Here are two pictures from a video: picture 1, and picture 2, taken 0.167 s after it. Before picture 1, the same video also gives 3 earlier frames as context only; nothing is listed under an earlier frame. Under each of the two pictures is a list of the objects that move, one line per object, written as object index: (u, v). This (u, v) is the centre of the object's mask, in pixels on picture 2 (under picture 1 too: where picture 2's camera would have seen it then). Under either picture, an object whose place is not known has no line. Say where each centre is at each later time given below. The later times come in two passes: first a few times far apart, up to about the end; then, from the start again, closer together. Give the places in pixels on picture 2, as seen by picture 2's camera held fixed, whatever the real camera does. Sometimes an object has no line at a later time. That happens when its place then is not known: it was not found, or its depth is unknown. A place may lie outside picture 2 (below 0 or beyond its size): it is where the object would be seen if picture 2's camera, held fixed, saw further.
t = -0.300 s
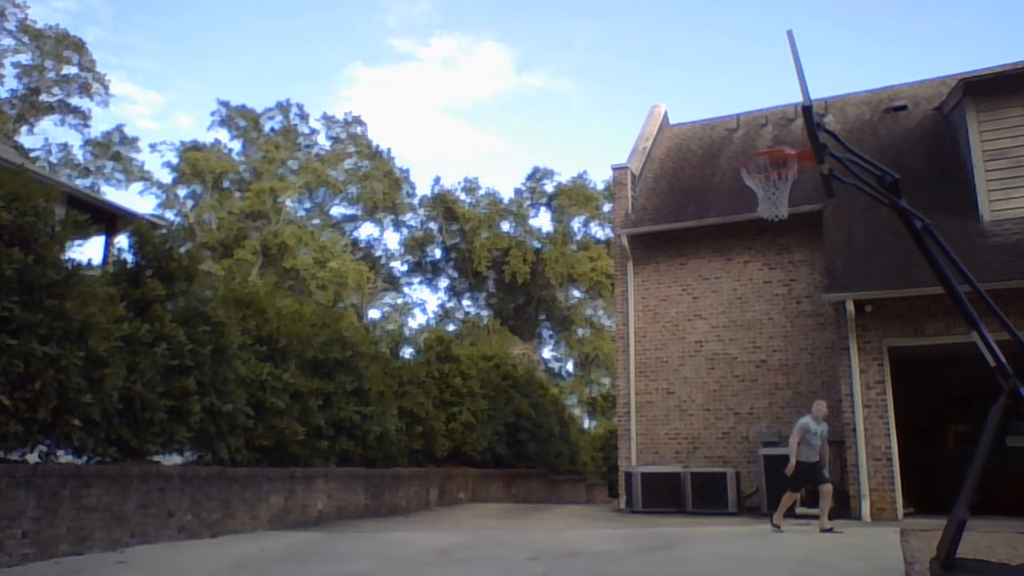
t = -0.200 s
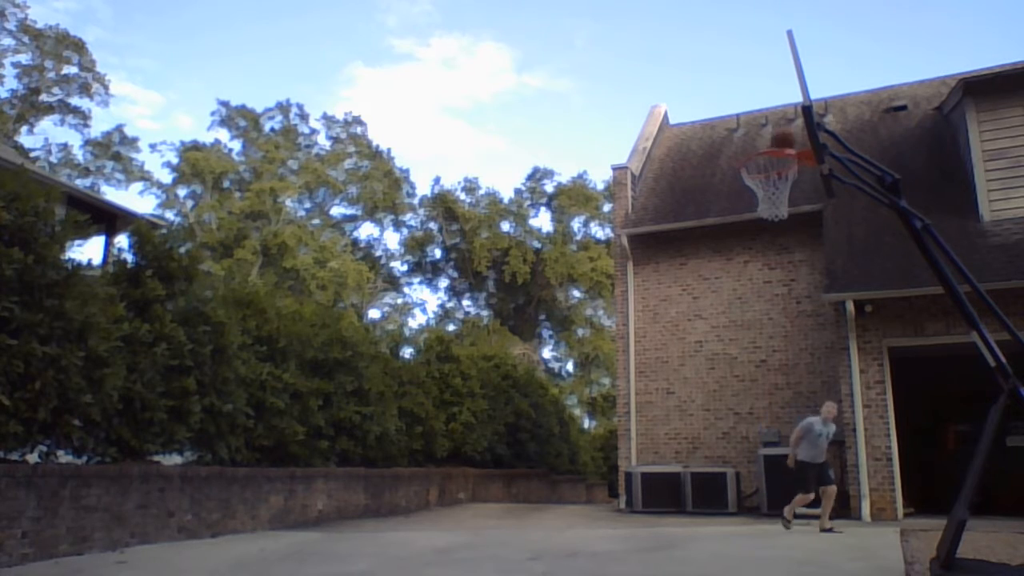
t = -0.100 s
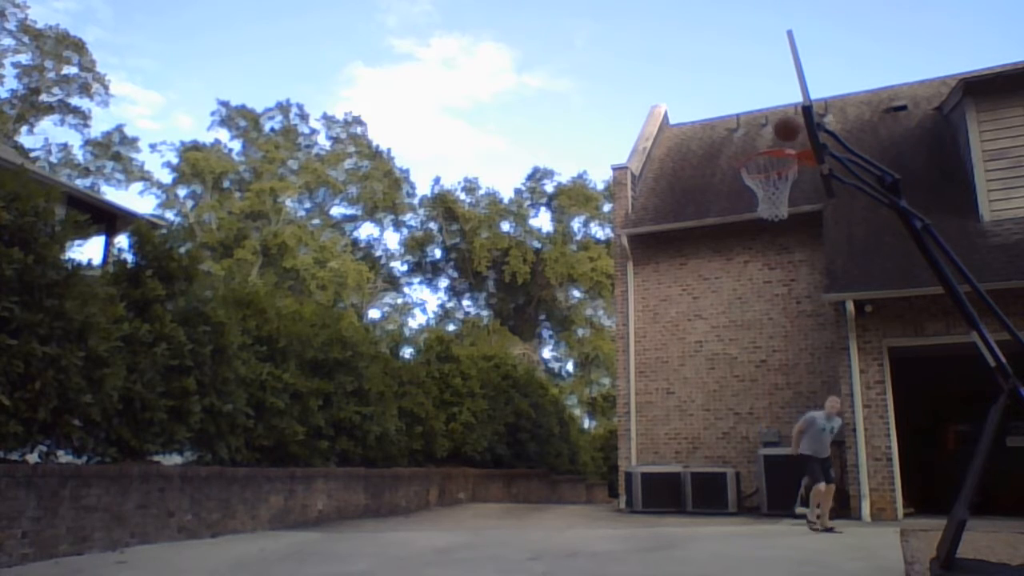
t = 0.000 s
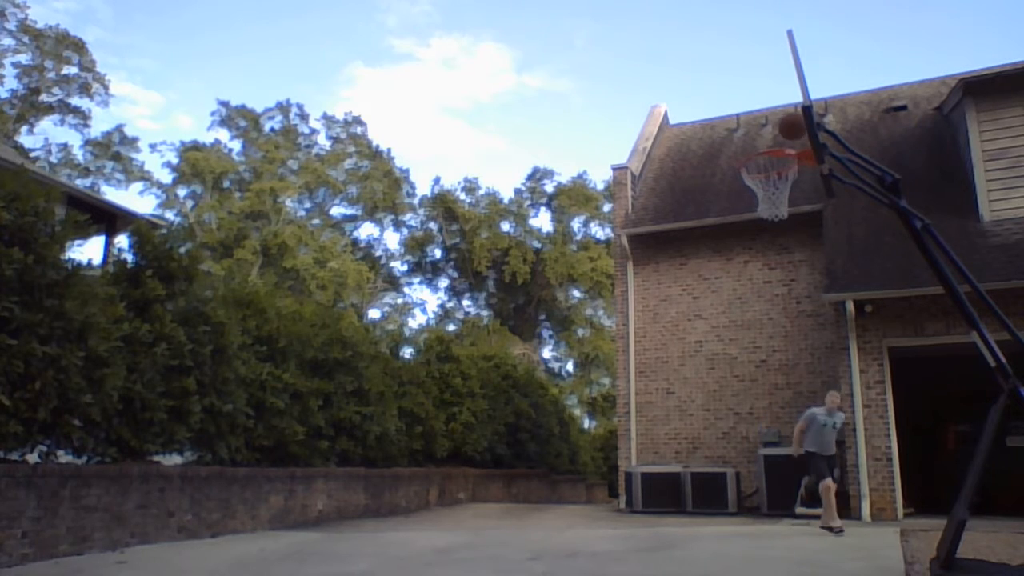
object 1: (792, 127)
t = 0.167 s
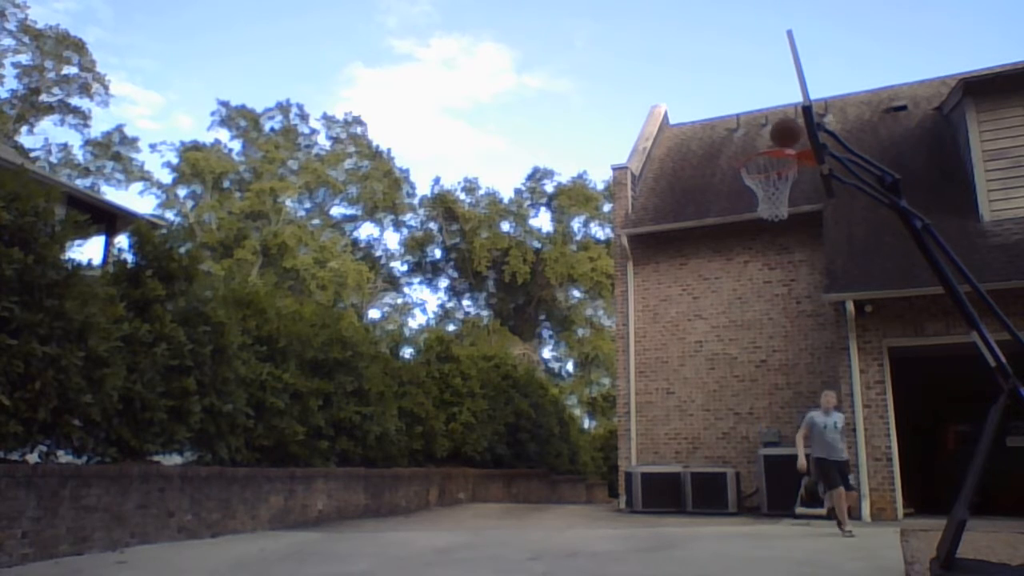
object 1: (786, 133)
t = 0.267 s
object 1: (763, 112)
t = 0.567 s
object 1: (696, 122)
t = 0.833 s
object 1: (635, 237)
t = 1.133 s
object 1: (556, 545)
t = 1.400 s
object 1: (467, 390)
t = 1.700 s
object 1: (358, 270)
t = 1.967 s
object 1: (245, 284)
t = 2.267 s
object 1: (79, 484)
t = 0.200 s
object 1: (778, 124)
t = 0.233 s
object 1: (771, 118)
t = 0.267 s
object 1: (763, 112)
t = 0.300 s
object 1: (756, 108)
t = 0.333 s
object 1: (748, 105)
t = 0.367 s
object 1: (741, 103)
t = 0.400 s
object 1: (733, 103)
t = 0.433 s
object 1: (726, 104)
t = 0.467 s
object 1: (719, 107)
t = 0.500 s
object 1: (711, 110)
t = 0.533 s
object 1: (704, 116)
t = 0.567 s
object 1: (696, 122)
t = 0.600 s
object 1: (689, 131)
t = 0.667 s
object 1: (673, 153)
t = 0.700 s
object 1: (665, 167)
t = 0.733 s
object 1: (658, 182)
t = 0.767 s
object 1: (651, 196)
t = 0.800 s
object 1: (643, 217)
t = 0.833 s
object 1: (635, 237)
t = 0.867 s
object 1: (628, 261)
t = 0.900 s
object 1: (619, 287)
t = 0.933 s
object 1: (610, 316)
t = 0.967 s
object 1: (602, 345)
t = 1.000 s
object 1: (594, 378)
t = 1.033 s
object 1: (585, 415)
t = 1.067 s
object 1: (576, 453)
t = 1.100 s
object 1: (567, 497)
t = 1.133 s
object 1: (556, 545)
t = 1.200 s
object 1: (535, 547)
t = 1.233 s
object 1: (523, 516)
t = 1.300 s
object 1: (502, 460)
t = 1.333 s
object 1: (489, 437)
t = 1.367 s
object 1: (479, 413)
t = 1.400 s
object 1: (467, 390)
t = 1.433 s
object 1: (454, 370)
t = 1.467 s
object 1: (443, 352)
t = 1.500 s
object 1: (432, 337)
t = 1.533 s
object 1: (420, 321)
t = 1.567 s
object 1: (407, 307)
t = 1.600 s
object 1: (396, 296)
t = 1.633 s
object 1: (383, 285)
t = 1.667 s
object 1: (370, 277)
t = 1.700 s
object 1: (358, 270)
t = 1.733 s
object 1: (345, 265)
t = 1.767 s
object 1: (332, 261)
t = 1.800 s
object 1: (318, 261)
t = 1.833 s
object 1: (304, 262)
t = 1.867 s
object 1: (291, 264)
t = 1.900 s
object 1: (275, 269)
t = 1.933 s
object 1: (260, 275)
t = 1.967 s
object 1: (245, 284)
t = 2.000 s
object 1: (229, 294)
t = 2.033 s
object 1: (213, 308)
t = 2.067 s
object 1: (195, 324)
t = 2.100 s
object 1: (178, 343)
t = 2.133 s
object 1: (160, 365)
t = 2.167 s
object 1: (141, 389)
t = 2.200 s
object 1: (121, 417)
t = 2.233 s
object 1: (101, 448)
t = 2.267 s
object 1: (79, 484)
